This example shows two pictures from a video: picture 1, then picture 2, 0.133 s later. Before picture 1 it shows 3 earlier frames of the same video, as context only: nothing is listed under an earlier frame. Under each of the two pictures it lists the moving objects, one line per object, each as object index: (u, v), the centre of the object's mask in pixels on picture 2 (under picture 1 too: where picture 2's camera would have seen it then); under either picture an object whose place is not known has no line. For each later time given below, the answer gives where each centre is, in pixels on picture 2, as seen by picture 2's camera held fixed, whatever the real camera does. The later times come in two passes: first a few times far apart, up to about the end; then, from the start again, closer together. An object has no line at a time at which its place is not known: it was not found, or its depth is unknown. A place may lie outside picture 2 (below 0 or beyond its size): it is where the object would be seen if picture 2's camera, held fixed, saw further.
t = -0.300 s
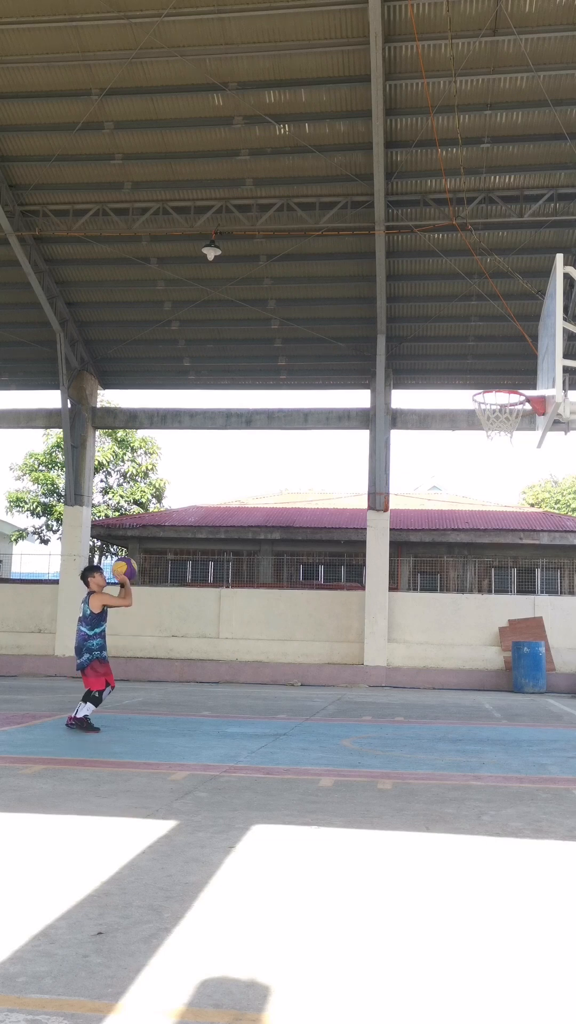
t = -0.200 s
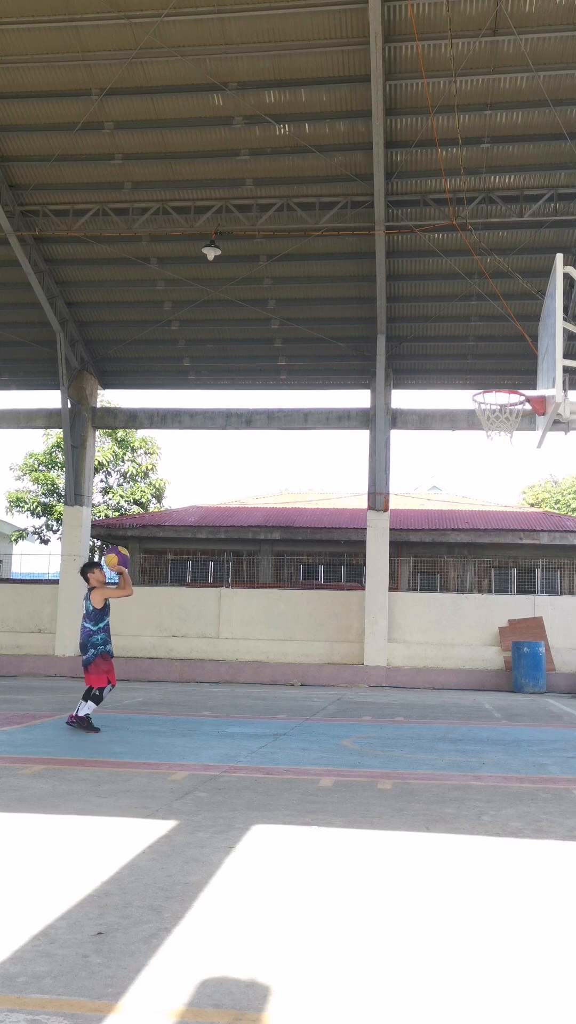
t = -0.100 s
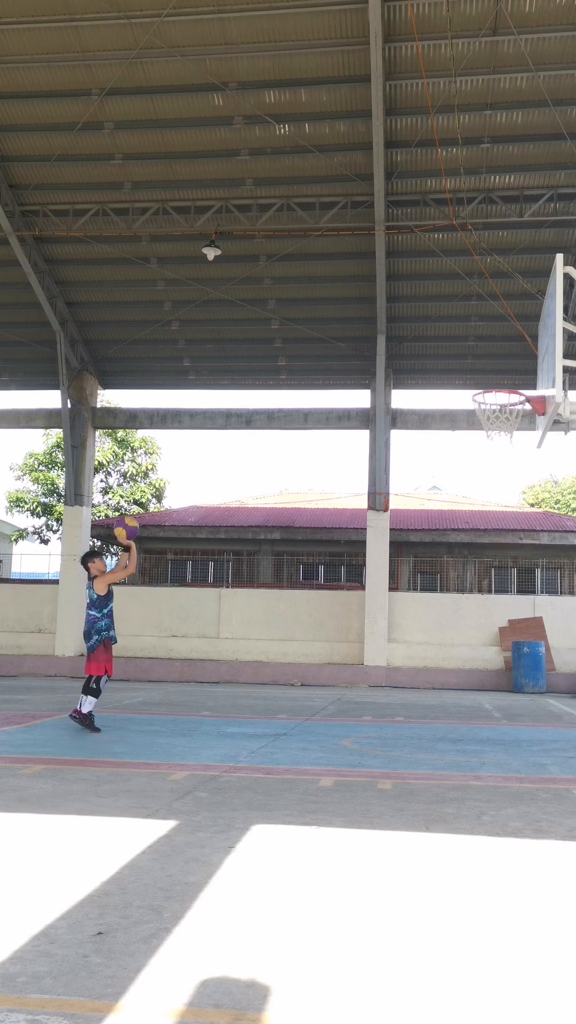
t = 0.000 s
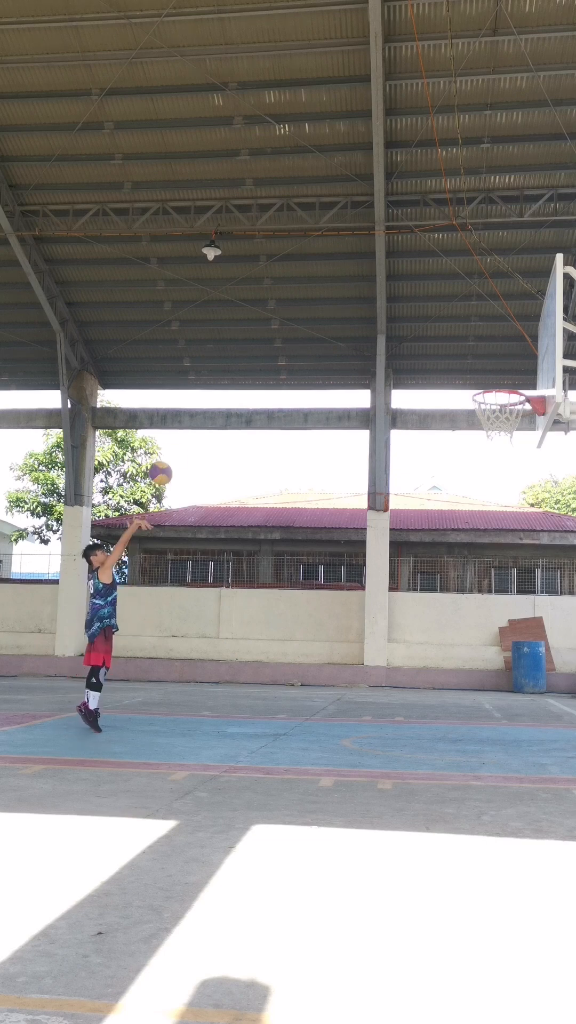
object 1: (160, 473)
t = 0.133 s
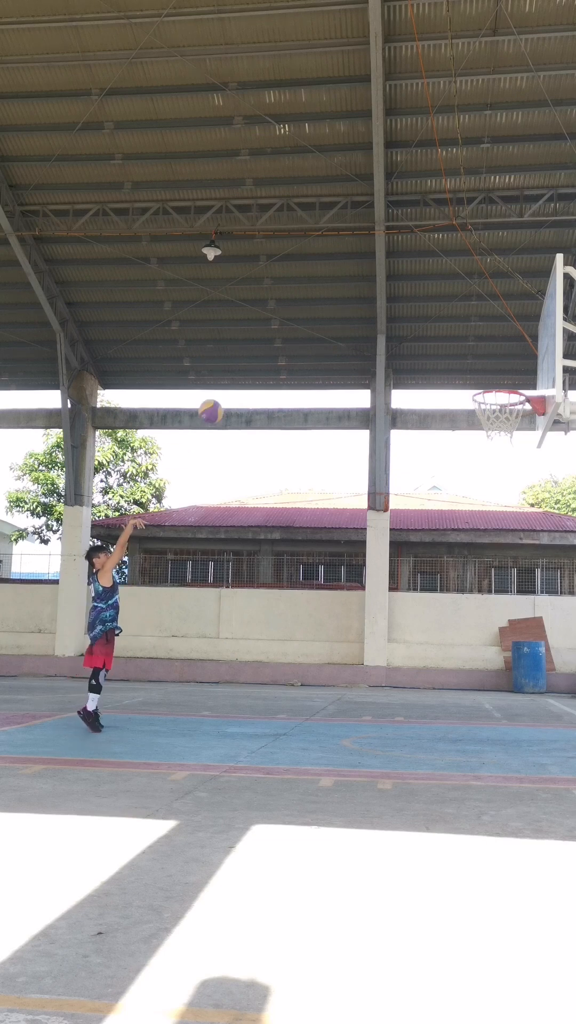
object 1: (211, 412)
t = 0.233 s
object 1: (248, 376)
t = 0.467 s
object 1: (333, 332)
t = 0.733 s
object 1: (431, 345)
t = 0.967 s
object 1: (516, 412)
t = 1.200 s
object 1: (515, 417)
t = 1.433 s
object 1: (495, 470)
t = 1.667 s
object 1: (473, 581)
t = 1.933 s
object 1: (448, 701)
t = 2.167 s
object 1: (425, 586)
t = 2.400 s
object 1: (401, 538)
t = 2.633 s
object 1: (377, 548)
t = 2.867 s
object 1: (353, 616)
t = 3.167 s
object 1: (325, 687)
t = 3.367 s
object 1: (309, 621)
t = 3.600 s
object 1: (290, 599)
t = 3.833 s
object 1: (269, 635)
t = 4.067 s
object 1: (248, 723)
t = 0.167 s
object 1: (223, 398)
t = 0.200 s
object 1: (235, 386)
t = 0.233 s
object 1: (248, 376)
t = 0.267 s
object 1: (260, 367)
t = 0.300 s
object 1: (272, 358)
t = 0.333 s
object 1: (284, 351)
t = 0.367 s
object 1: (296, 344)
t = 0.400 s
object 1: (308, 339)
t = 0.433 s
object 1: (321, 335)
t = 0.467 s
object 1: (333, 332)
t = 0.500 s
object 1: (345, 330)
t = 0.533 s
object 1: (357, 329)
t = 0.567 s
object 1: (369, 329)
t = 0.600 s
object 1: (382, 329)
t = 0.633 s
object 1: (394, 332)
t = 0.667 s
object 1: (406, 335)
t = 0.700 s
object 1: (418, 340)
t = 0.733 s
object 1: (431, 345)
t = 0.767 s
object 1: (443, 352)
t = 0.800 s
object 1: (455, 360)
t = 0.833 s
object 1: (467, 369)
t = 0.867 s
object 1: (480, 379)
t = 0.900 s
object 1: (492, 390)
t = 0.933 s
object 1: (505, 403)
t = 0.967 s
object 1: (516, 412)
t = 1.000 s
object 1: (522, 417)
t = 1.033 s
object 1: (523, 415)
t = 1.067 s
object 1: (523, 414)
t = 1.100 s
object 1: (522, 413)
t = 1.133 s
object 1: (521, 413)
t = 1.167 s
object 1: (518, 416)
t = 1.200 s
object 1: (515, 417)
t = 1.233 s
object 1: (512, 423)
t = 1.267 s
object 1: (510, 429)
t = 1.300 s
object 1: (507, 435)
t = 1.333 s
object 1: (504, 441)
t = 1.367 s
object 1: (501, 450)
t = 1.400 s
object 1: (498, 459)
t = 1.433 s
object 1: (495, 470)
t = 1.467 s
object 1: (491, 482)
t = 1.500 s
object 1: (488, 496)
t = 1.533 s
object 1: (485, 511)
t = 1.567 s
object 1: (482, 526)
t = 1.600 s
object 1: (479, 543)
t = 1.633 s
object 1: (476, 562)
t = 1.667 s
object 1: (473, 581)
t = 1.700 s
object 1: (470, 602)
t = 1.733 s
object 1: (467, 624)
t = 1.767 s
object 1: (464, 648)
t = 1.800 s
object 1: (461, 673)
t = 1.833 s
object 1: (458, 699)
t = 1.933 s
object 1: (448, 701)
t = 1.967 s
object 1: (445, 680)
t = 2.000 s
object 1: (442, 661)
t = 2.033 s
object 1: (438, 643)
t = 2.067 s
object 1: (435, 627)
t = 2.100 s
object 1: (431, 612)
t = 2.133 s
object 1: (428, 599)
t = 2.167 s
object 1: (425, 586)
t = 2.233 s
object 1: (418, 566)
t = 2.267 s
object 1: (414, 558)
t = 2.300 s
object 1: (411, 551)
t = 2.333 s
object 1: (408, 545)
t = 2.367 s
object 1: (404, 541)
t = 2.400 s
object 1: (401, 538)
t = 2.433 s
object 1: (398, 536)
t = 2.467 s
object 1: (395, 535)
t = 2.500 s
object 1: (391, 535)
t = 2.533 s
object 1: (388, 536)
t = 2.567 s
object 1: (384, 539)
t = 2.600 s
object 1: (381, 543)
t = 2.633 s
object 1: (377, 548)
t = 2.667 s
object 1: (374, 554)
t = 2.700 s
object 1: (370, 561)
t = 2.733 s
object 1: (367, 570)
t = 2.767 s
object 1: (364, 579)
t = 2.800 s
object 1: (360, 590)
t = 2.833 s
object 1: (357, 602)
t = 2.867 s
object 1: (353, 616)
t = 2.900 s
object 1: (350, 630)
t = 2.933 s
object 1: (347, 646)
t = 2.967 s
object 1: (343, 663)
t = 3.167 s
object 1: (325, 687)
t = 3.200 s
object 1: (322, 673)
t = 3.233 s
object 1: (319, 660)
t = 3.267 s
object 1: (317, 649)
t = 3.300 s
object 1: (314, 638)
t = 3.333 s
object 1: (312, 629)
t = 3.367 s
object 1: (309, 621)
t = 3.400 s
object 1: (306, 614)
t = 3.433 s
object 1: (304, 609)
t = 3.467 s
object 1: (301, 605)
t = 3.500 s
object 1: (298, 602)
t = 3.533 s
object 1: (295, 600)
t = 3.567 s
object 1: (292, 599)
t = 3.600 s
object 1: (290, 599)
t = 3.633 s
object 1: (287, 601)
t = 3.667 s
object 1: (284, 604)
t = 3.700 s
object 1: (281, 608)
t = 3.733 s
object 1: (278, 613)
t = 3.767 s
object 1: (275, 619)
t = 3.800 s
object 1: (272, 626)
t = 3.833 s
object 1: (269, 635)
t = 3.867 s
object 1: (266, 645)
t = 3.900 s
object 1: (263, 656)
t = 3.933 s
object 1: (260, 668)
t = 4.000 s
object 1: (254, 696)
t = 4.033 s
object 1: (251, 711)
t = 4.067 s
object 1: (248, 723)
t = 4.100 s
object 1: (245, 709)
